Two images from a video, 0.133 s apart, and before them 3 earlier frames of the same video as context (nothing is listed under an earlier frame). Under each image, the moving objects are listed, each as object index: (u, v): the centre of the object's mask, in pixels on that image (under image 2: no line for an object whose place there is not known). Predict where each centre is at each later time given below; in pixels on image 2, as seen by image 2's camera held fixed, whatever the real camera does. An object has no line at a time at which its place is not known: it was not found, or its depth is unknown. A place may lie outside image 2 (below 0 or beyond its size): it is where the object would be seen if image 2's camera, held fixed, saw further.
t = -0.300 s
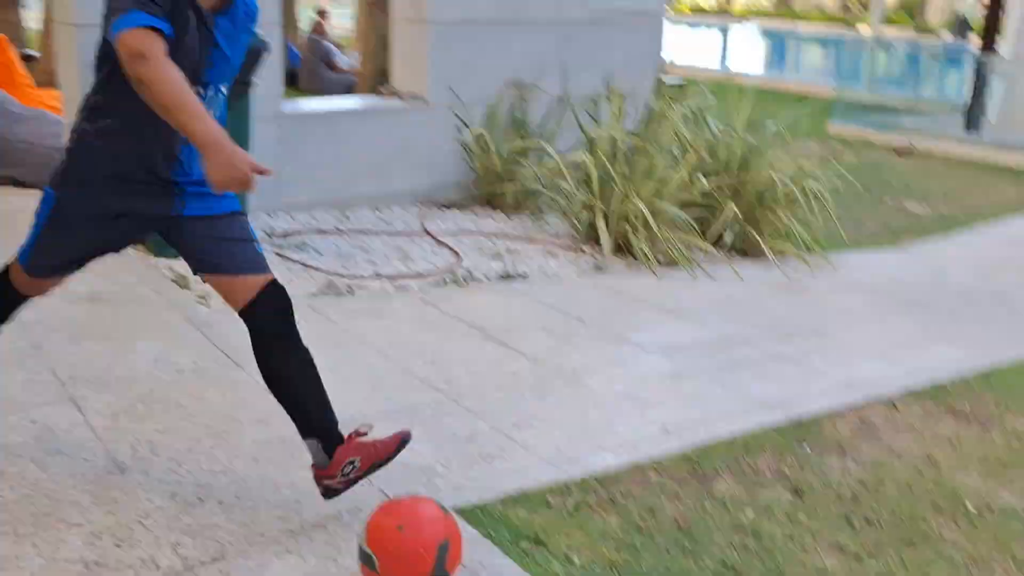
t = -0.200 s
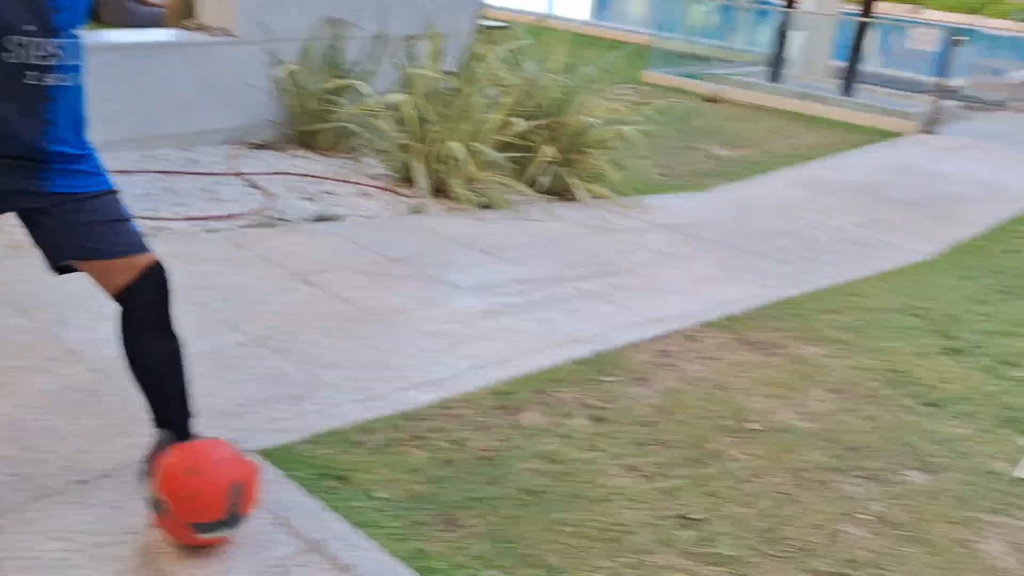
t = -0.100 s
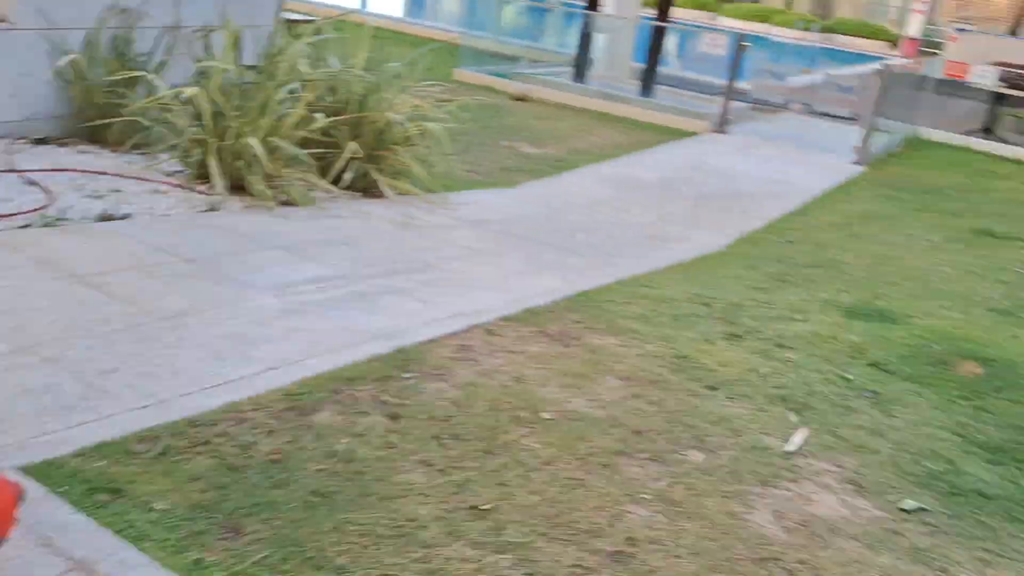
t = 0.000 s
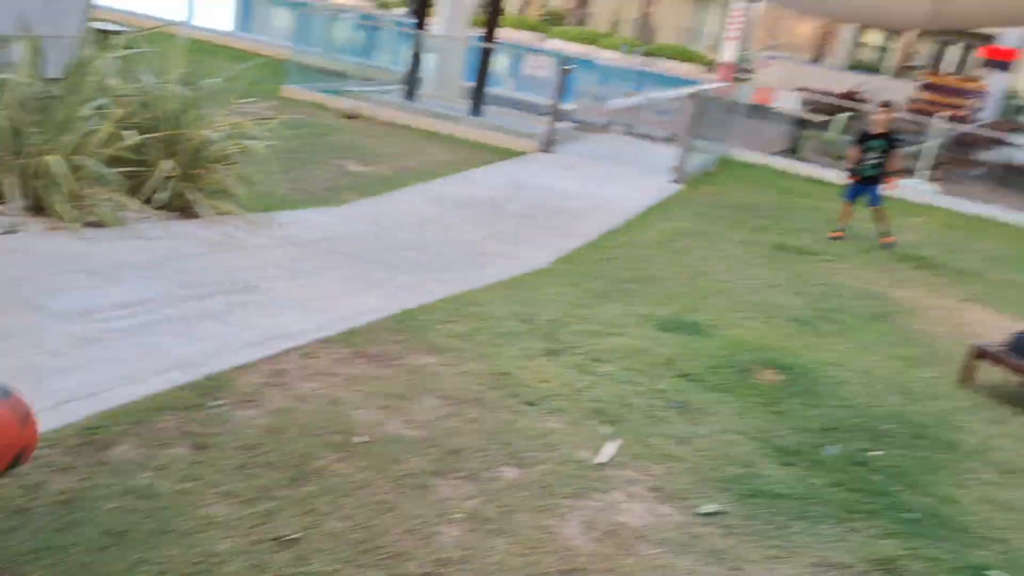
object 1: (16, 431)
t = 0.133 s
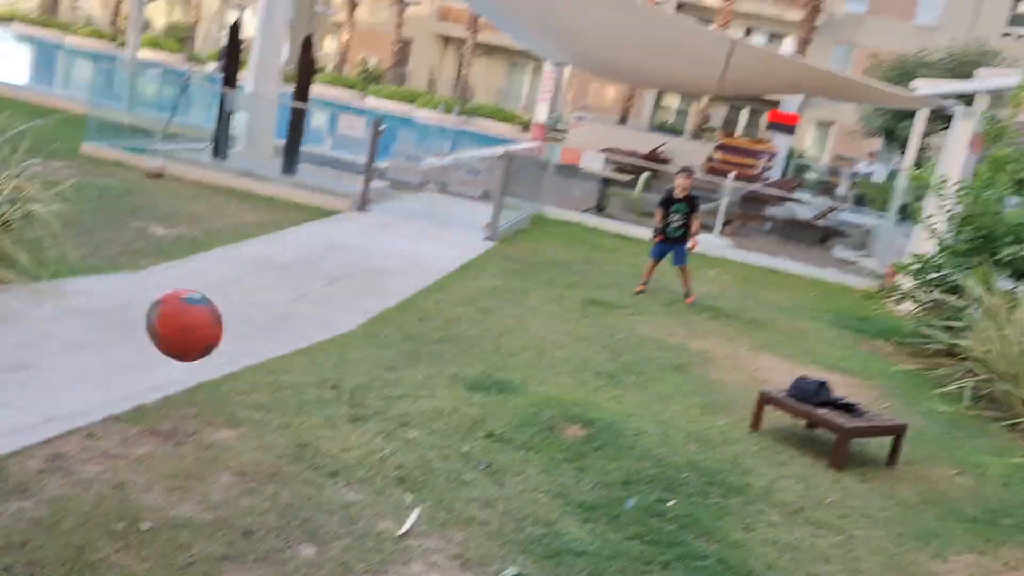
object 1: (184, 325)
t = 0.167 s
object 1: (255, 301)
